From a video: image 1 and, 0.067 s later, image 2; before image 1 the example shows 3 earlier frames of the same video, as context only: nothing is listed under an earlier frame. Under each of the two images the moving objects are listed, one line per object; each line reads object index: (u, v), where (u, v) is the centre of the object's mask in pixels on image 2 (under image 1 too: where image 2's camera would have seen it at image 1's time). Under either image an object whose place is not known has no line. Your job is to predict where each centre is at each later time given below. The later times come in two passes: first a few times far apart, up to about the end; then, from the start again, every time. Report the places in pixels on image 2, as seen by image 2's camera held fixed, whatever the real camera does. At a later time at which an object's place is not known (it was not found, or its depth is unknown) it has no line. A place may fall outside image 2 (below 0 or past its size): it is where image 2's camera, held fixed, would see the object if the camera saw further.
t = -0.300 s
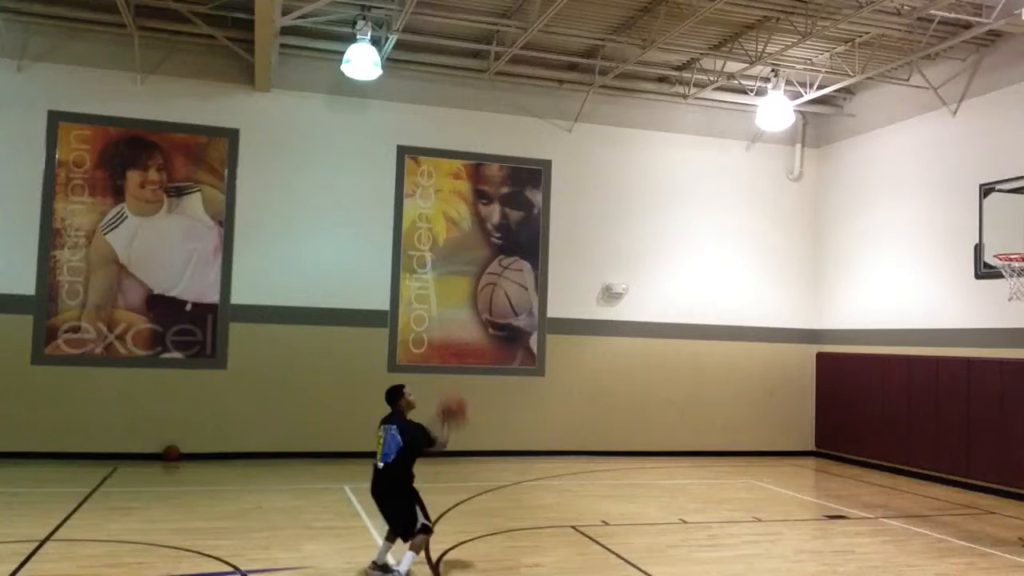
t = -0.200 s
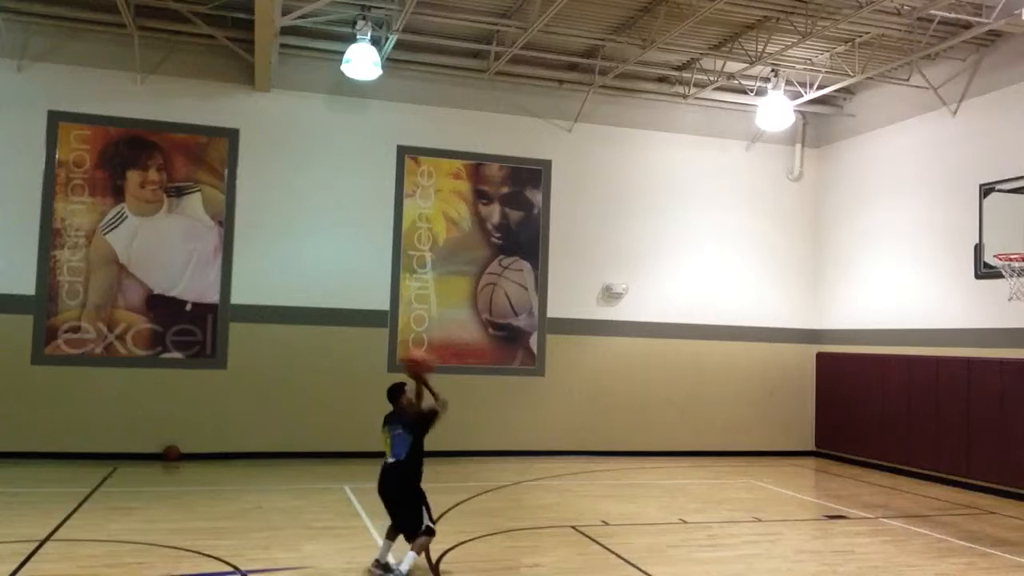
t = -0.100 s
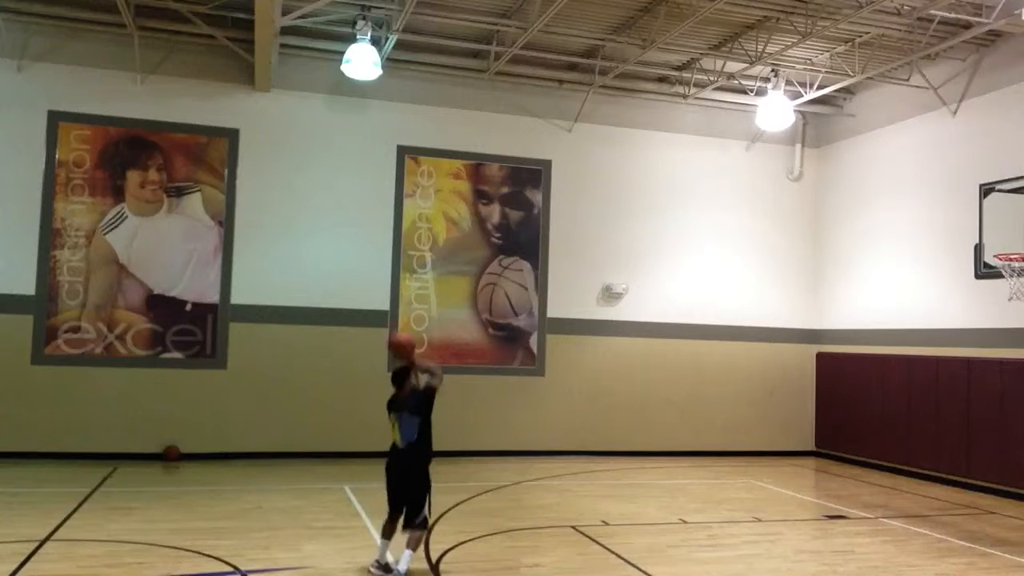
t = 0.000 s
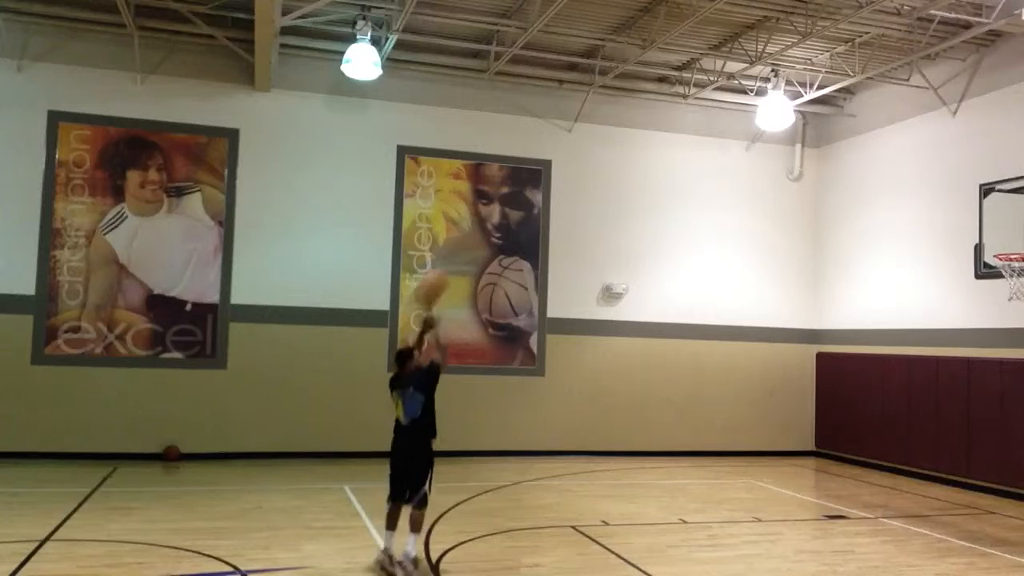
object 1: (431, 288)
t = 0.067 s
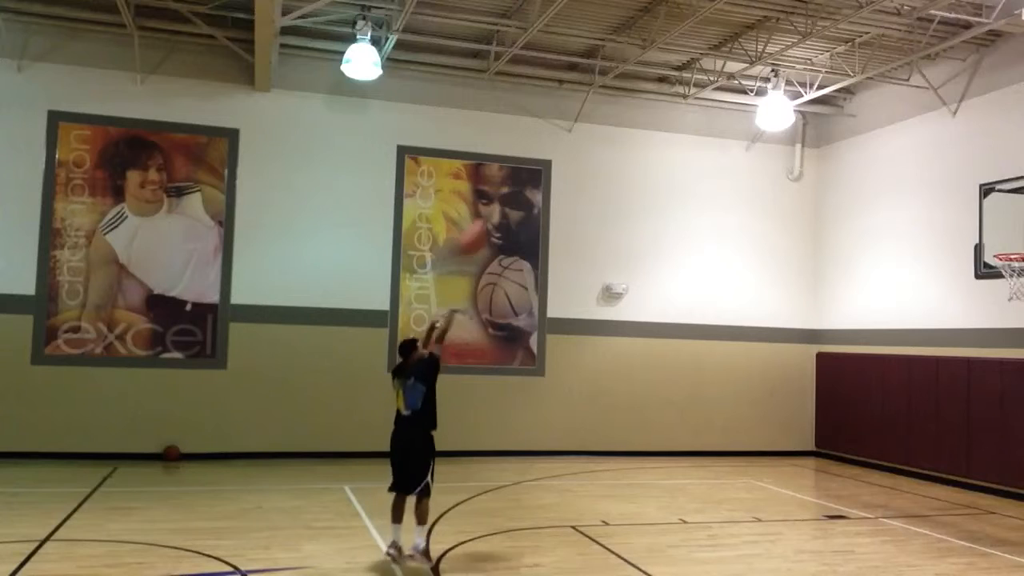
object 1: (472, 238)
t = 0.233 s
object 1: (570, 149)
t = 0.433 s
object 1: (675, 91)
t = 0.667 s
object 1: (786, 76)
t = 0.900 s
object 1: (885, 113)
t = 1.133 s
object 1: (975, 194)
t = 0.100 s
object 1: (491, 216)
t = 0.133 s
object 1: (513, 196)
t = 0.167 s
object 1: (533, 179)
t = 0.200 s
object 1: (552, 163)
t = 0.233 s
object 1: (570, 149)
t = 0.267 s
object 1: (588, 138)
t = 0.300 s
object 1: (607, 126)
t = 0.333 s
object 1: (625, 116)
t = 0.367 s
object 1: (642, 106)
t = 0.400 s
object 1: (658, 97)
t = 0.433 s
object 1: (675, 91)
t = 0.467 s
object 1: (690, 86)
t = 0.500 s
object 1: (707, 81)
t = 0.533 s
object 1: (724, 78)
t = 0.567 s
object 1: (739, 75)
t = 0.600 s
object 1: (754, 75)
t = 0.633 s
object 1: (770, 75)
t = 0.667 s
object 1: (786, 76)
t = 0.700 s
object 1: (799, 79)
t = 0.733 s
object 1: (815, 81)
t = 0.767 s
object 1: (830, 87)
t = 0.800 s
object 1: (845, 93)
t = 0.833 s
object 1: (857, 97)
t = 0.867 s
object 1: (872, 105)
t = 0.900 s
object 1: (885, 113)
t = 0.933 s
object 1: (898, 122)
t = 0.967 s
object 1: (911, 132)
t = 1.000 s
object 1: (924, 143)
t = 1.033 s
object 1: (937, 155)
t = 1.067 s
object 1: (950, 168)
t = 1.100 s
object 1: (962, 181)
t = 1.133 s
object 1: (975, 194)
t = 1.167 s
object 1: (987, 210)
